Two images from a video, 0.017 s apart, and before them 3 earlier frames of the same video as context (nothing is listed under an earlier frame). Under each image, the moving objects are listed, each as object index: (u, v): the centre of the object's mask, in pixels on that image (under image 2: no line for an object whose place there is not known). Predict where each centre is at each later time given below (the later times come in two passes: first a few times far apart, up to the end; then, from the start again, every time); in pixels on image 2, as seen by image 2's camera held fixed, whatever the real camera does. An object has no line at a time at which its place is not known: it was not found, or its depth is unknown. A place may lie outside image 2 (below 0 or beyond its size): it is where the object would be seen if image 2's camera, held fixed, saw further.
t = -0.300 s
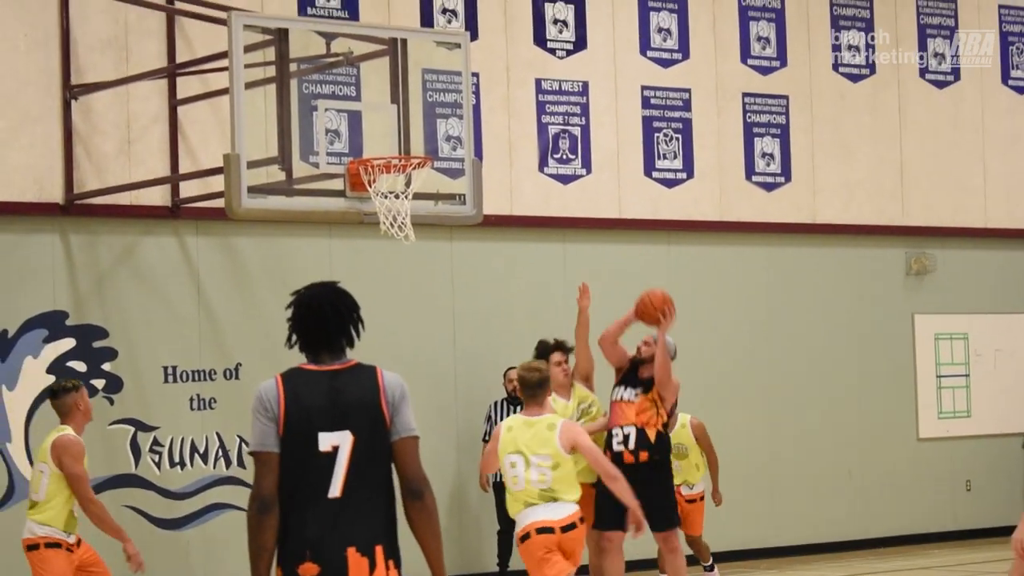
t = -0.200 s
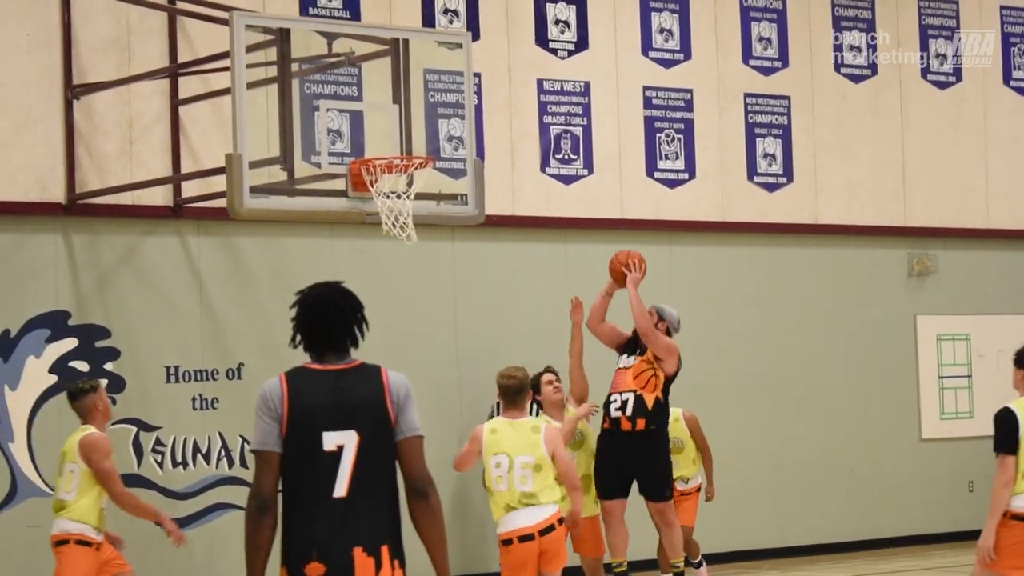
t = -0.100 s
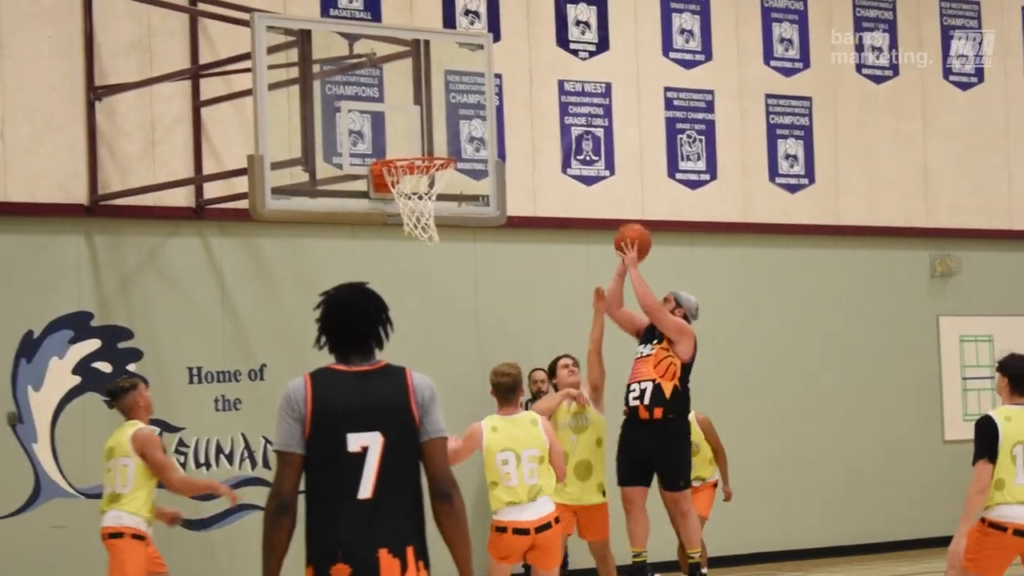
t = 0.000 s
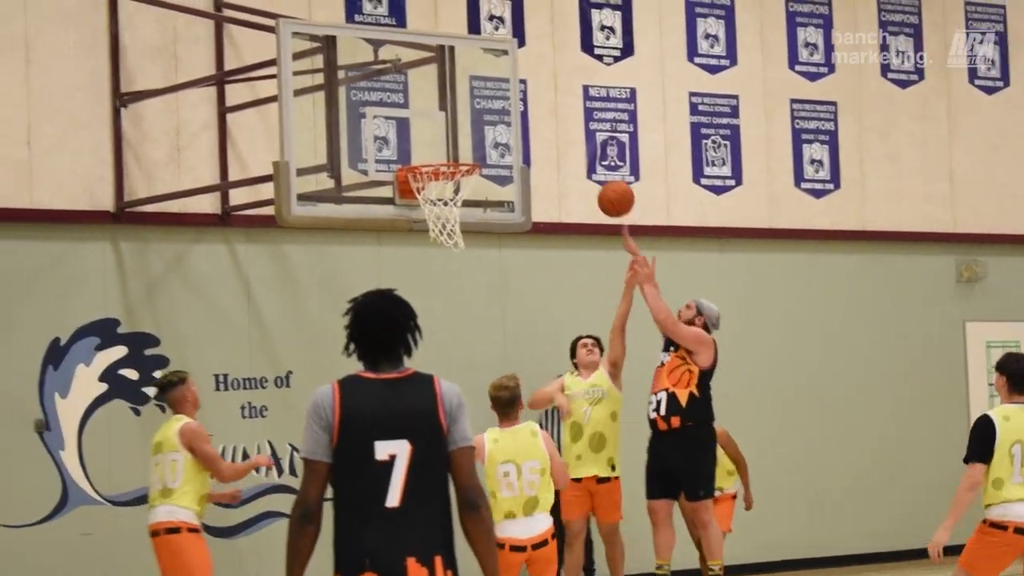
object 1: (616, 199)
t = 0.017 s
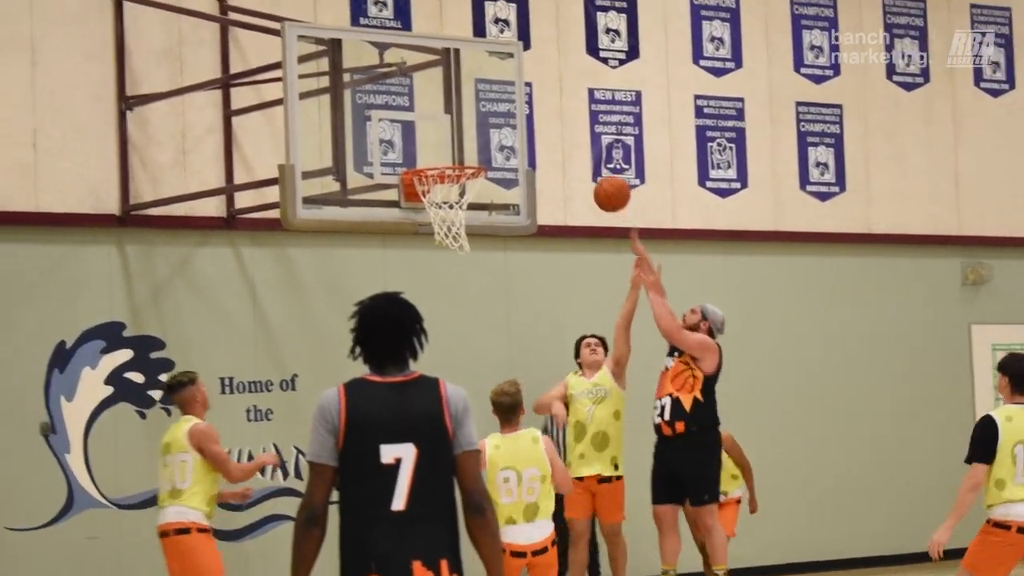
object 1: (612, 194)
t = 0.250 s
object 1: (483, 122)
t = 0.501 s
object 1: (461, 139)
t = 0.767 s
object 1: (448, 138)
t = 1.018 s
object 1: (437, 150)
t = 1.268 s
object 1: (436, 208)
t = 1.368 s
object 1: (440, 240)
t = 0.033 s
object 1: (602, 186)
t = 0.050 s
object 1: (593, 178)
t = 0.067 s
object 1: (583, 171)
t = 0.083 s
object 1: (574, 164)
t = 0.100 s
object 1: (565, 158)
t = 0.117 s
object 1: (556, 152)
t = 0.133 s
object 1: (547, 147)
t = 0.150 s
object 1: (537, 142)
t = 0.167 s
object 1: (528, 138)
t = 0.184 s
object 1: (519, 134)
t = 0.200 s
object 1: (510, 130)
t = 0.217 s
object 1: (501, 127)
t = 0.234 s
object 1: (492, 124)
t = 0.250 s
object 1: (483, 122)
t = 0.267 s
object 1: (474, 120)
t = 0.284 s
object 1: (465, 119)
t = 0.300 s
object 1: (462, 117)
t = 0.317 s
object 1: (461, 117)
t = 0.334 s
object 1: (461, 117)
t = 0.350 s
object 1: (461, 117)
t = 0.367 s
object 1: (461, 118)
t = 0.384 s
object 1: (462, 119)
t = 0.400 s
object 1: (461, 120)
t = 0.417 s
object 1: (461, 122)
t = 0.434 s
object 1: (461, 125)
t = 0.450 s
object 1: (461, 128)
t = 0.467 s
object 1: (461, 131)
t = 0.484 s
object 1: (461, 135)
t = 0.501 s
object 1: (461, 139)
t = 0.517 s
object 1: (461, 144)
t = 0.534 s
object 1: (462, 148)
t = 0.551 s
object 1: (461, 149)
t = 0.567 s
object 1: (460, 146)
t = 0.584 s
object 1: (459, 143)
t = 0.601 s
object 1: (458, 141)
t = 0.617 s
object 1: (457, 139)
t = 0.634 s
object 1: (456, 137)
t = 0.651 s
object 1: (455, 135)
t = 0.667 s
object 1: (454, 135)
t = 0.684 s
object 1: (453, 134)
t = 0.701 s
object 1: (452, 134)
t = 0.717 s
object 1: (451, 134)
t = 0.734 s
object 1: (450, 135)
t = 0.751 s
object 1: (449, 136)
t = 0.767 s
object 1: (448, 138)
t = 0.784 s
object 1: (447, 140)
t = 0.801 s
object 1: (447, 143)
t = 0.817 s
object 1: (446, 146)
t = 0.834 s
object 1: (445, 148)
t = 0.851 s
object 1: (444, 149)
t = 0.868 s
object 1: (443, 148)
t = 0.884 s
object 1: (442, 147)
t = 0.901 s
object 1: (441, 147)
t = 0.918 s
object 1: (441, 147)
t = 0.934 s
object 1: (440, 148)
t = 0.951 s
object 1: (439, 149)
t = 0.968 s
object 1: (438, 150)
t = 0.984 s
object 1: (438, 150)
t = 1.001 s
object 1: (437, 151)
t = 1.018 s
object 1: (437, 150)
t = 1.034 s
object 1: (437, 151)
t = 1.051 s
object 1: (436, 152)
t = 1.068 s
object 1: (436, 152)
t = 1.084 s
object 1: (436, 154)
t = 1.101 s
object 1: (435, 155)
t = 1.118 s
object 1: (435, 156)
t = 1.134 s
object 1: (435, 158)
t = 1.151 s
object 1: (435, 160)
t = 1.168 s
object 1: (434, 162)
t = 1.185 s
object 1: (434, 164)
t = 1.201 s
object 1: (436, 186)
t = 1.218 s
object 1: (436, 189)
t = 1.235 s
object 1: (436, 195)
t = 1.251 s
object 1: (435, 201)
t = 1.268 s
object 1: (436, 208)
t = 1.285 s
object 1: (436, 213)
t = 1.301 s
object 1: (437, 219)
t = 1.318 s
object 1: (437, 223)
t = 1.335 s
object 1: (438, 228)
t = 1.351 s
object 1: (439, 235)
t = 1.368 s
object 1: (440, 240)
